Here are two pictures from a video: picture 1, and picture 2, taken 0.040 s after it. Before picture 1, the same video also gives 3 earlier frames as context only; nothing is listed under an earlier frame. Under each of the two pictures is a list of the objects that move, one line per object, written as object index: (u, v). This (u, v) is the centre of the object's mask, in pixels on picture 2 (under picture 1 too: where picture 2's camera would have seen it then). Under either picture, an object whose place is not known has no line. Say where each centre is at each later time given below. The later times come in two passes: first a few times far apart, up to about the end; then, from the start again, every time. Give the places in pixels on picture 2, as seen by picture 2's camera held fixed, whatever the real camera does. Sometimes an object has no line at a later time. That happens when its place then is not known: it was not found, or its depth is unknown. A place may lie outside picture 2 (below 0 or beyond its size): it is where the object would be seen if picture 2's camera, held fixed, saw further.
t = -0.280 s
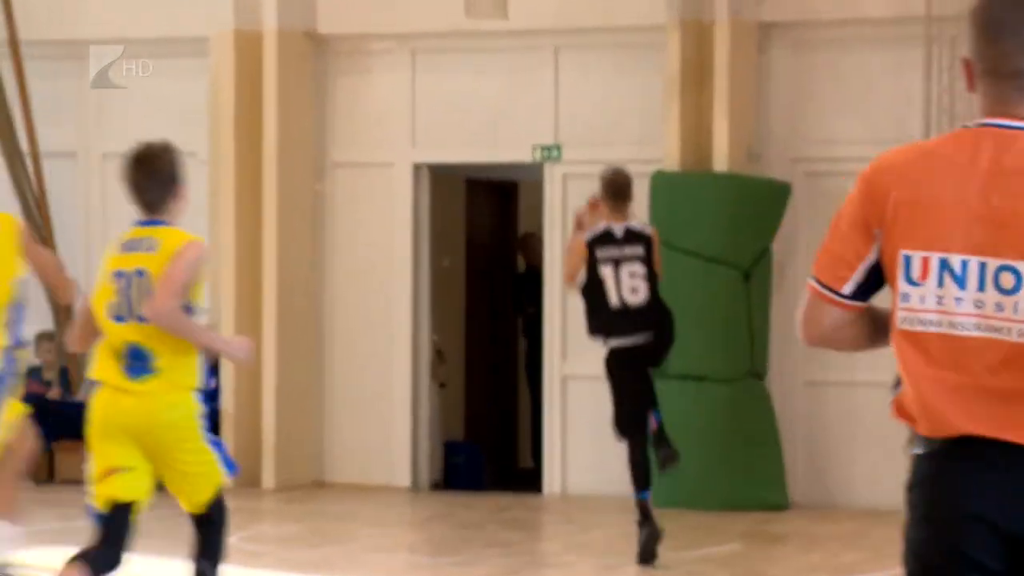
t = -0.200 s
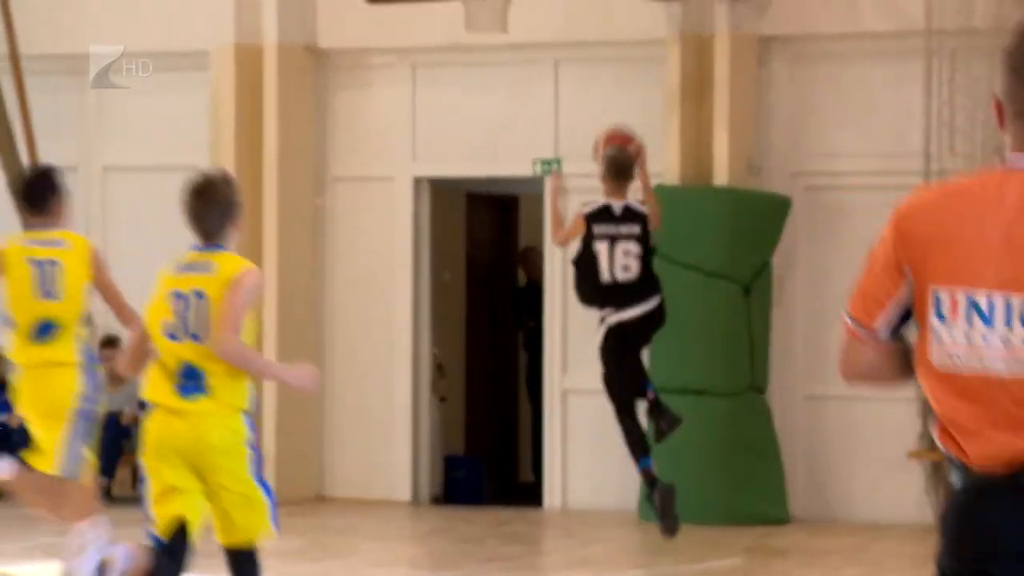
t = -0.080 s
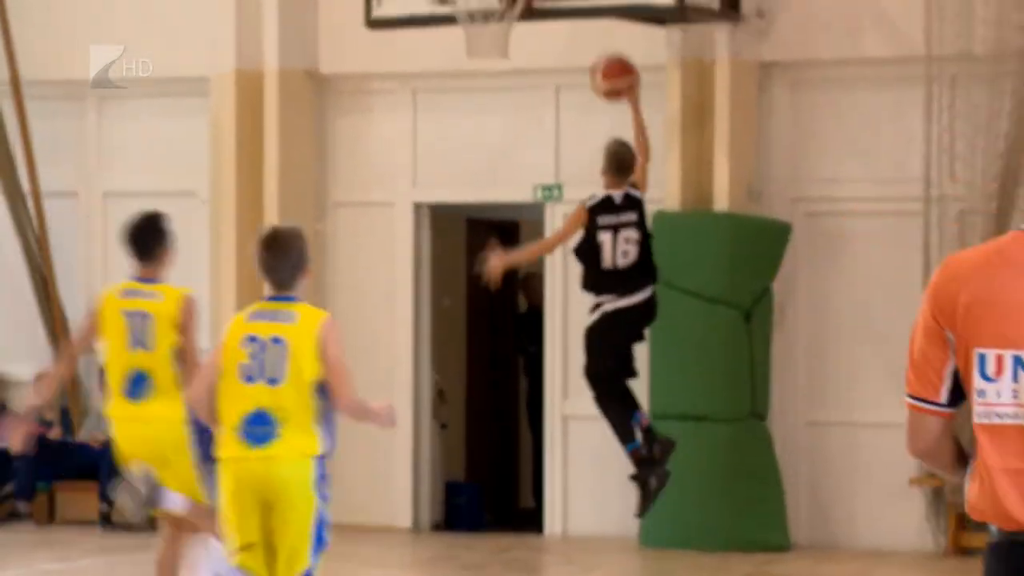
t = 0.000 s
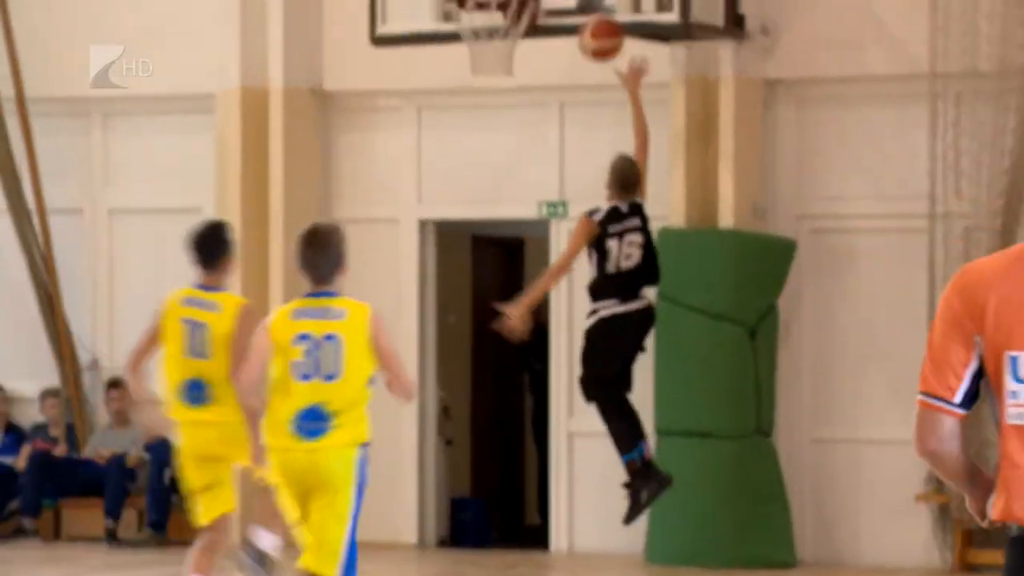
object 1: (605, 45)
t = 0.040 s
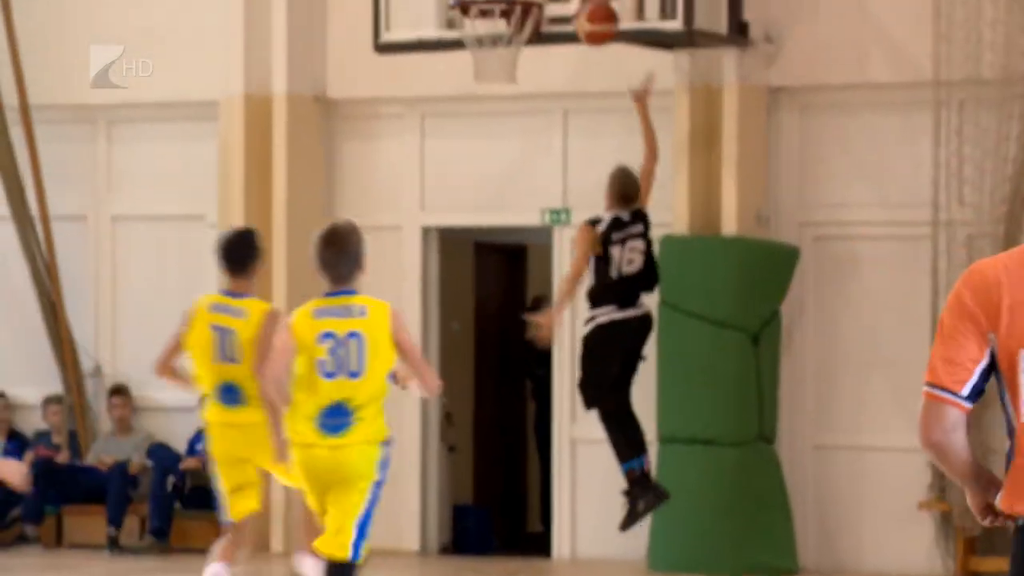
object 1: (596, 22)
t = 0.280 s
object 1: (542, -33)
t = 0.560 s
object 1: (484, -4)
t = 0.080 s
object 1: (586, 7)
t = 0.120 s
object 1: (580, -5)
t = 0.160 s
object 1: (570, -14)
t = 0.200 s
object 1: (564, -21)
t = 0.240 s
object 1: (555, -28)
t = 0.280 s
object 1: (542, -33)
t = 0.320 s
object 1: (530, -38)
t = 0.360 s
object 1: (518, -40)
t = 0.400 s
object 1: (506, -39)
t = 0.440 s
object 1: (493, -32)
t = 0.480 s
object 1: (482, -21)
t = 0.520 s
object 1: (471, -13)
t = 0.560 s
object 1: (484, -4)
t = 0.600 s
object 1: (495, 5)
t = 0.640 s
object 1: (505, 18)
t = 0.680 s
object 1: (509, 25)
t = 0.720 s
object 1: (515, 36)
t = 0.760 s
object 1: (515, 43)
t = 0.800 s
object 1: (512, 50)
